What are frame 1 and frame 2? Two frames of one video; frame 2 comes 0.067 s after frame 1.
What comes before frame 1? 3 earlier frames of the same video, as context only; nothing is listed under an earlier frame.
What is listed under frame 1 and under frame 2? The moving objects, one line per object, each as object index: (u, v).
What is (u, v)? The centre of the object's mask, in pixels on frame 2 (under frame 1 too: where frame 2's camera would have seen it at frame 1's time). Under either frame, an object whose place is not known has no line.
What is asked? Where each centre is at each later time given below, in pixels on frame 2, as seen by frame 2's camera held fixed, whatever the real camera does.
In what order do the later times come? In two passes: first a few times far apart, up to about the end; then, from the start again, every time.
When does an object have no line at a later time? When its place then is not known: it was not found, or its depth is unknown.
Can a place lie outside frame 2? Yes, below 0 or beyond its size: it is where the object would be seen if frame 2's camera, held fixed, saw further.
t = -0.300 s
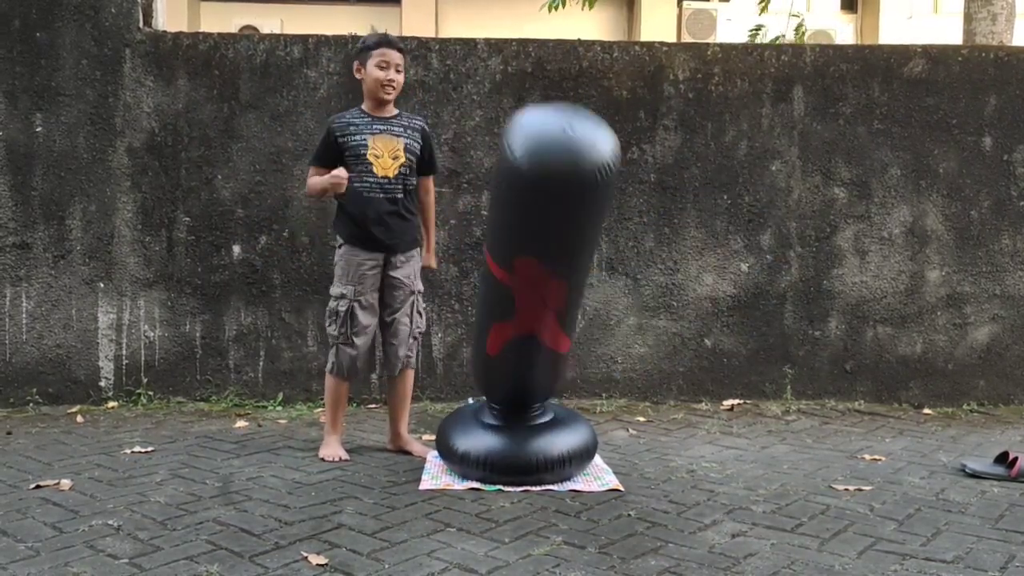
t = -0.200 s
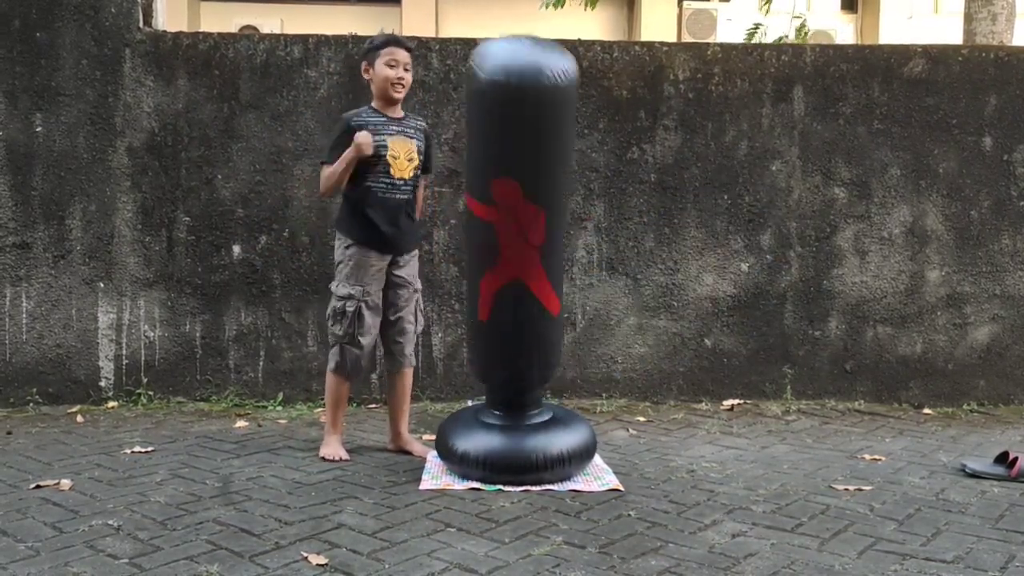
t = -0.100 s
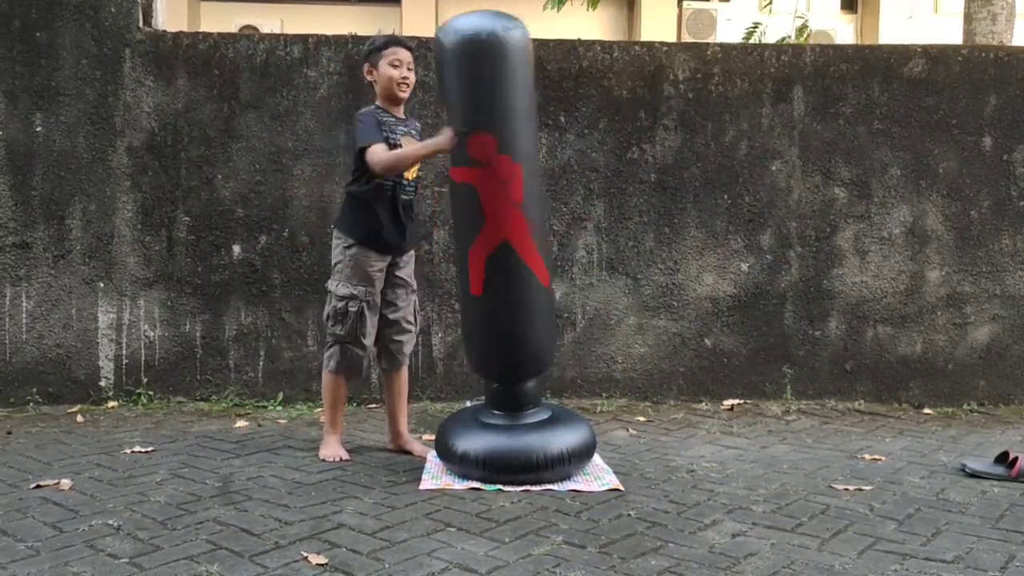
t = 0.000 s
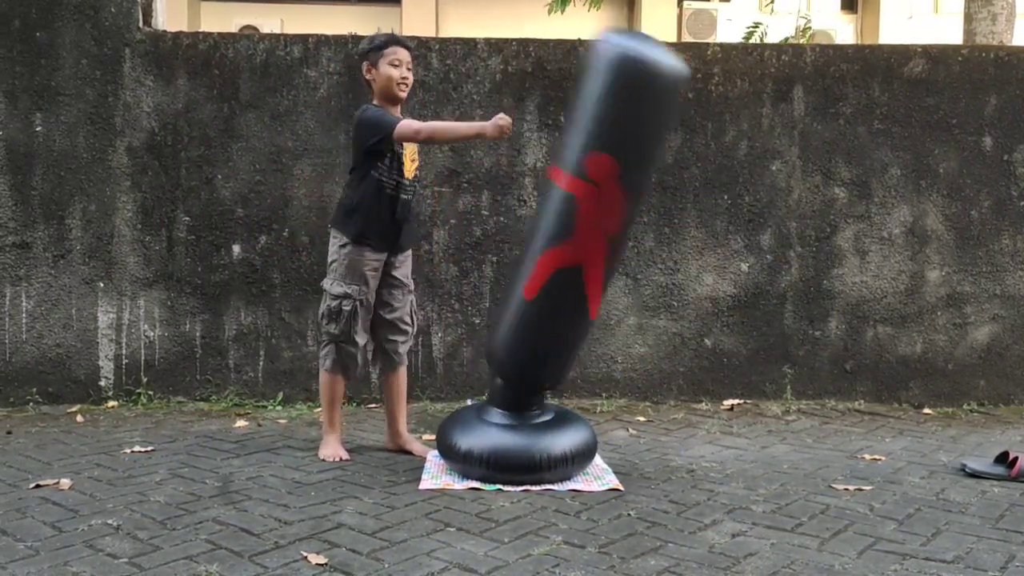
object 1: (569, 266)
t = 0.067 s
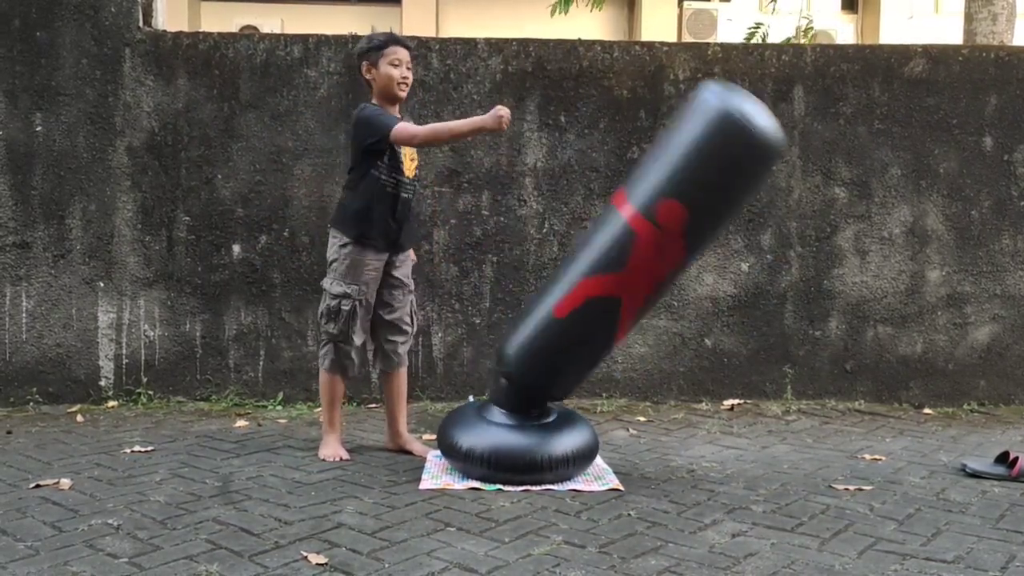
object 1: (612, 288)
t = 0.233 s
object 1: (650, 342)
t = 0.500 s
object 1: (593, 291)
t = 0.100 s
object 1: (626, 302)
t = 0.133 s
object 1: (638, 315)
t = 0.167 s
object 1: (645, 327)
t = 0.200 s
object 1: (649, 335)
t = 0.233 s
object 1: (650, 342)
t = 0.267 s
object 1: (649, 344)
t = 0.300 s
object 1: (646, 344)
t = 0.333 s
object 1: (641, 340)
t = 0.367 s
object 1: (635, 334)
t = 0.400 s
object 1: (627, 325)
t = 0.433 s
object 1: (617, 314)
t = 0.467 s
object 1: (606, 302)
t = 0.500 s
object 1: (593, 291)
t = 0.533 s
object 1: (577, 280)
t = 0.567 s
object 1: (561, 271)
